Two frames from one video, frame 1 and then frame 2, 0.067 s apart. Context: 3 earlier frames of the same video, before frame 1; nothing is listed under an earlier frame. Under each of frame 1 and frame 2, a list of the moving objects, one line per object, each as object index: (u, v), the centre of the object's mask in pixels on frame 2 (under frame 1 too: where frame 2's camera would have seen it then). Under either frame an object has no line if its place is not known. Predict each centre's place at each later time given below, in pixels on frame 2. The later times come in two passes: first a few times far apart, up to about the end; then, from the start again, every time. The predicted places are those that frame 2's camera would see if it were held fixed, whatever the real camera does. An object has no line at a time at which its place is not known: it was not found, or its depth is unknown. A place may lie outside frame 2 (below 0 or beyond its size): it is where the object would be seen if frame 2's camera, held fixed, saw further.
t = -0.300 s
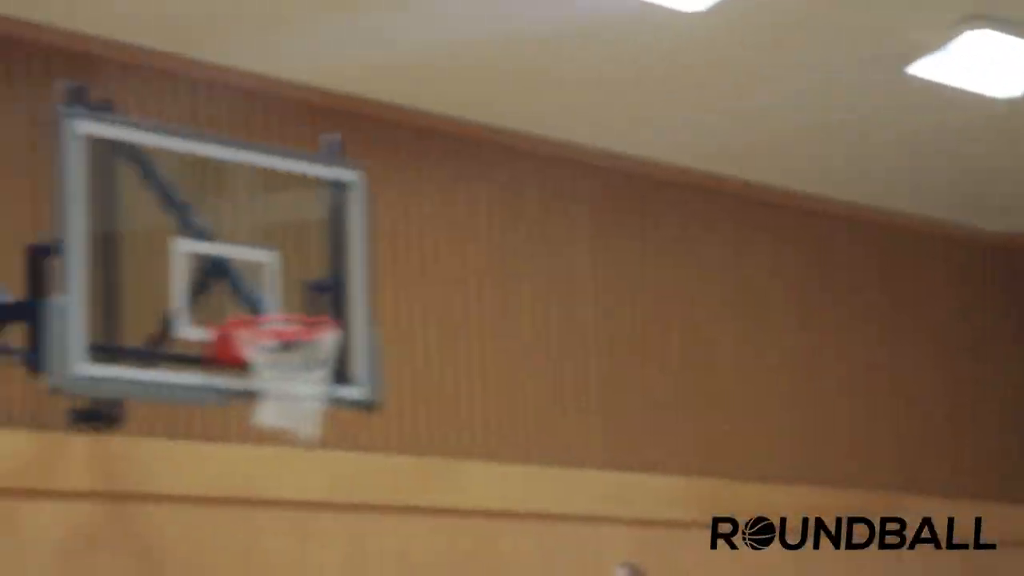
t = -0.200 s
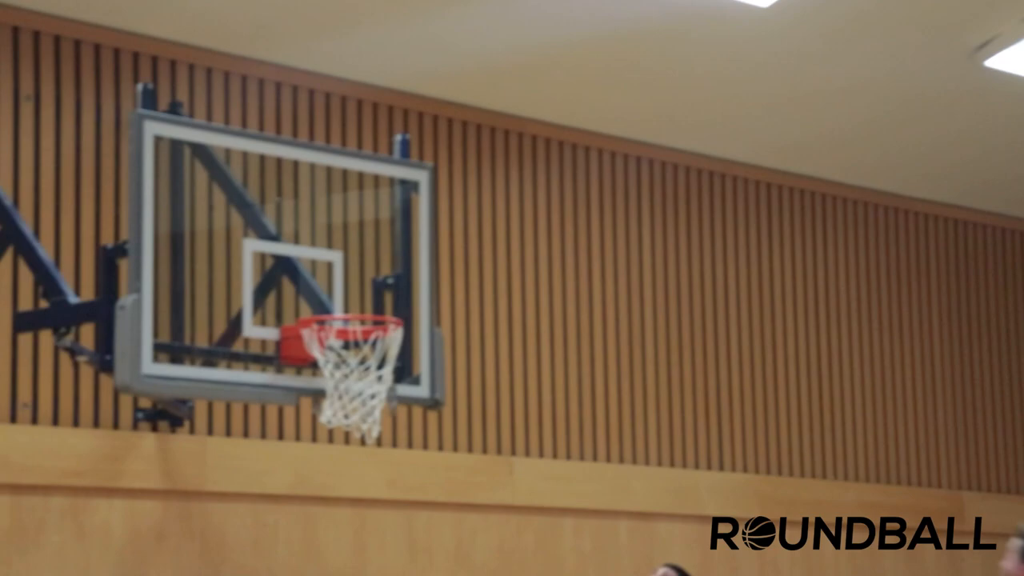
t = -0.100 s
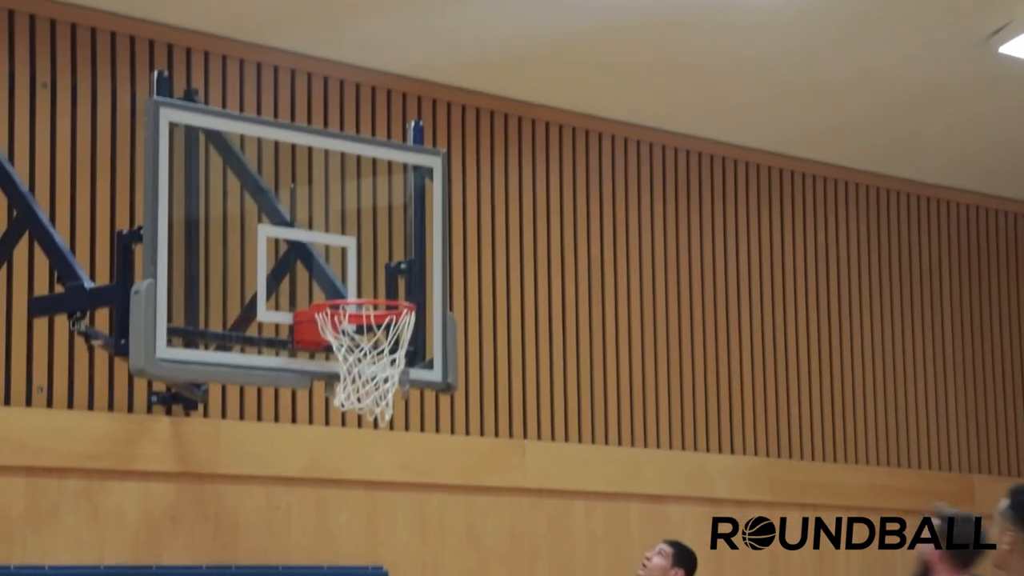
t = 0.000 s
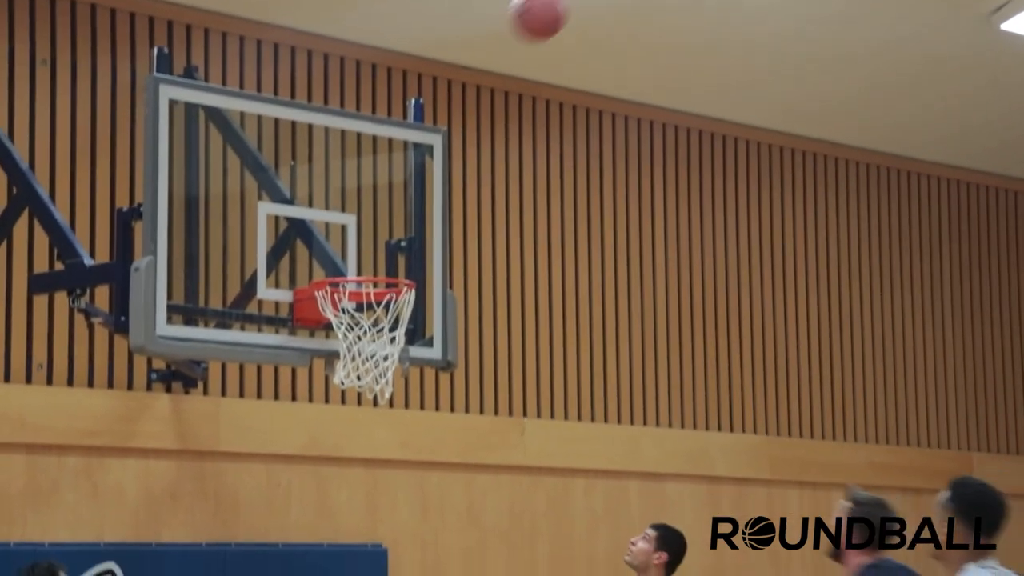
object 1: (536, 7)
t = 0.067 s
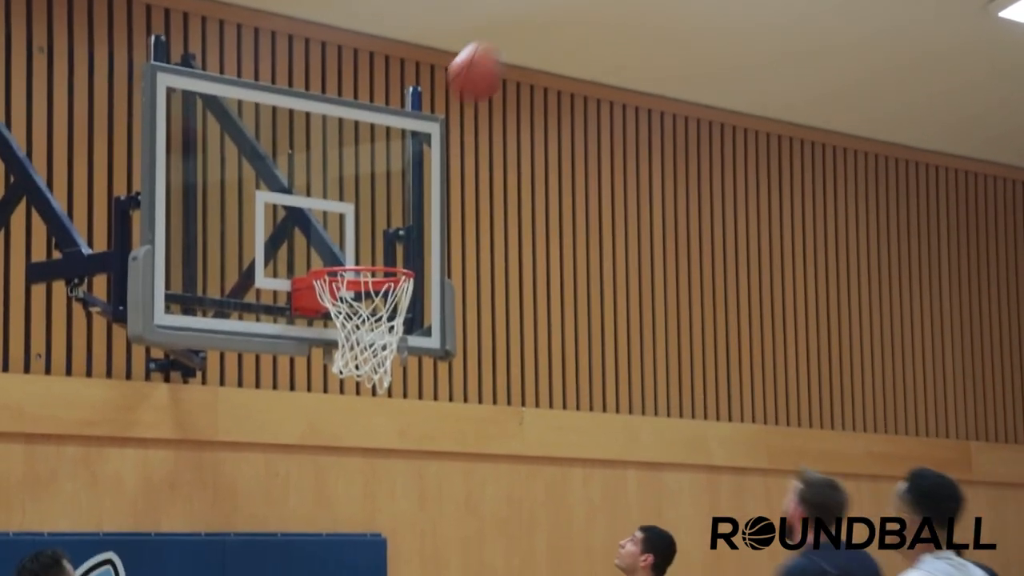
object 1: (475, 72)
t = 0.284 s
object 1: (381, 309)
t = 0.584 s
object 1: (411, 299)
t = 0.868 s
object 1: (354, 416)
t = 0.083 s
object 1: (462, 91)
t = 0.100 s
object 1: (450, 110)
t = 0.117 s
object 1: (435, 131)
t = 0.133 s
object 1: (419, 152)
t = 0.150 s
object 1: (405, 173)
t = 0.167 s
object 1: (391, 195)
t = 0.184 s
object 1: (378, 216)
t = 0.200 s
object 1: (363, 237)
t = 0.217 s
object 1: (350, 251)
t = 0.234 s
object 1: (346, 276)
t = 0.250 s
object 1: (357, 287)
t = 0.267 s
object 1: (368, 297)
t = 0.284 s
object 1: (381, 309)
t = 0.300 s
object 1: (389, 314)
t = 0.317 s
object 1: (396, 311)
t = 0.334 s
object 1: (400, 308)
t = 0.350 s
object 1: (403, 305)
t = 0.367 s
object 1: (406, 300)
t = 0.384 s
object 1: (410, 296)
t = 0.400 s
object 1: (410, 292)
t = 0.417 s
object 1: (411, 288)
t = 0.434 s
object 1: (413, 286)
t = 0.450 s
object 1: (415, 284)
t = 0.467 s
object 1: (415, 284)
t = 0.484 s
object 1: (416, 285)
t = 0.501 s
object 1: (414, 285)
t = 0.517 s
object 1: (416, 288)
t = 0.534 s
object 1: (414, 289)
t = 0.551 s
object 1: (413, 292)
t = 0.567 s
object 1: (412, 295)
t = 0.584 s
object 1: (411, 299)
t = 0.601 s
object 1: (411, 304)
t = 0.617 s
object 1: (410, 308)
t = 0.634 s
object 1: (409, 314)
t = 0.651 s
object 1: (407, 321)
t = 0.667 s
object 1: (404, 328)
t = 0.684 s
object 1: (402, 333)
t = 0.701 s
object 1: (398, 339)
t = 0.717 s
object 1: (394, 344)
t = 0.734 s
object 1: (389, 351)
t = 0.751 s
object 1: (386, 358)
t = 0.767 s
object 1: (382, 365)
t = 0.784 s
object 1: (376, 372)
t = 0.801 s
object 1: (371, 381)
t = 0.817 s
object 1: (367, 389)
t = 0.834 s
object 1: (363, 398)
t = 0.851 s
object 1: (359, 406)
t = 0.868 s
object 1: (354, 416)
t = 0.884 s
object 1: (351, 425)
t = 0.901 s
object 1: (351, 432)
